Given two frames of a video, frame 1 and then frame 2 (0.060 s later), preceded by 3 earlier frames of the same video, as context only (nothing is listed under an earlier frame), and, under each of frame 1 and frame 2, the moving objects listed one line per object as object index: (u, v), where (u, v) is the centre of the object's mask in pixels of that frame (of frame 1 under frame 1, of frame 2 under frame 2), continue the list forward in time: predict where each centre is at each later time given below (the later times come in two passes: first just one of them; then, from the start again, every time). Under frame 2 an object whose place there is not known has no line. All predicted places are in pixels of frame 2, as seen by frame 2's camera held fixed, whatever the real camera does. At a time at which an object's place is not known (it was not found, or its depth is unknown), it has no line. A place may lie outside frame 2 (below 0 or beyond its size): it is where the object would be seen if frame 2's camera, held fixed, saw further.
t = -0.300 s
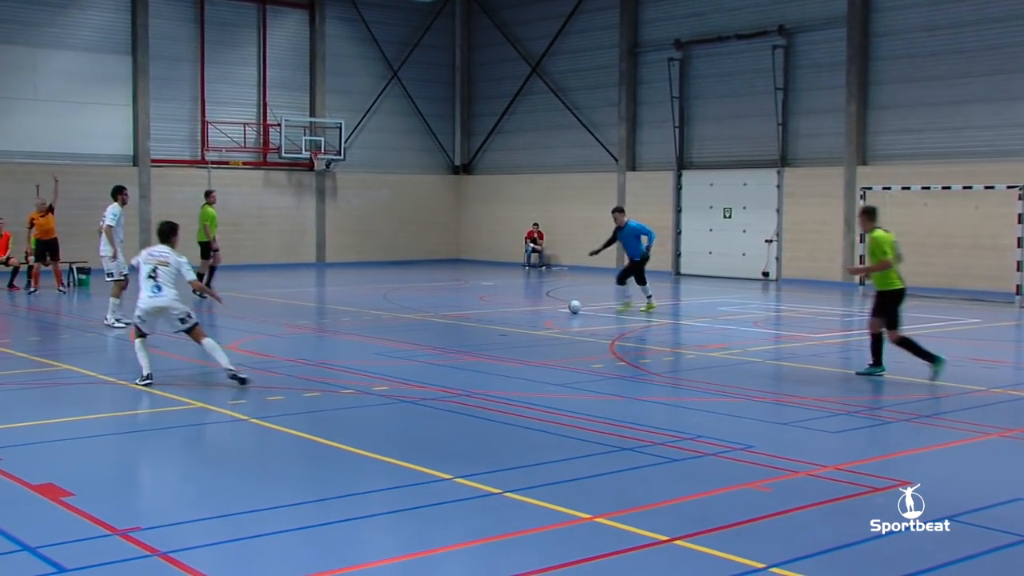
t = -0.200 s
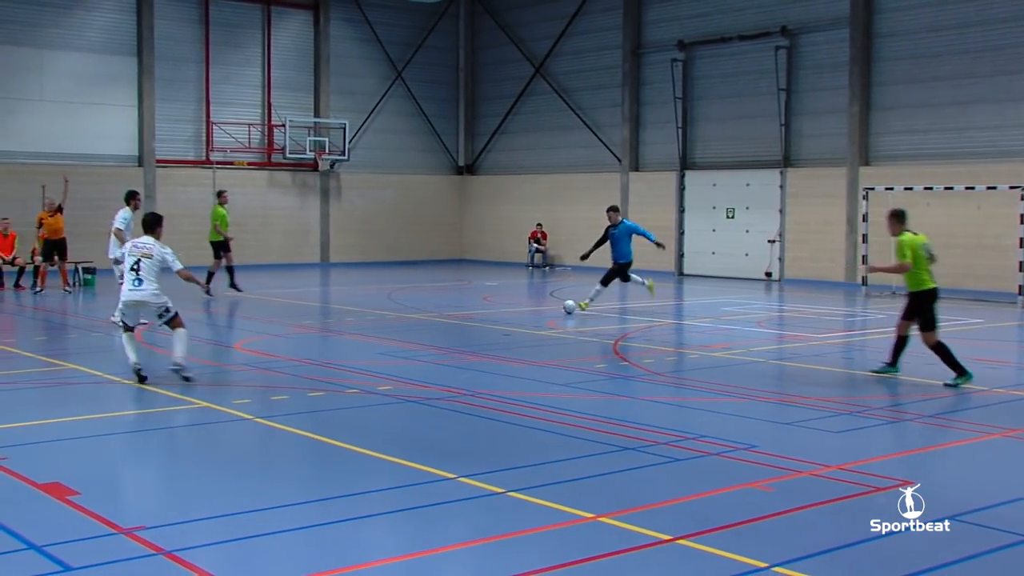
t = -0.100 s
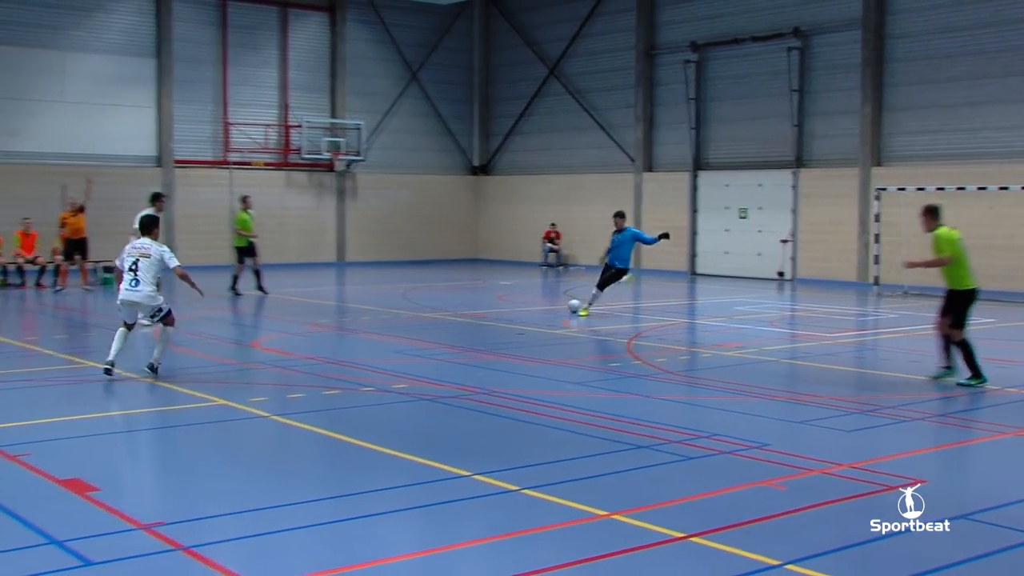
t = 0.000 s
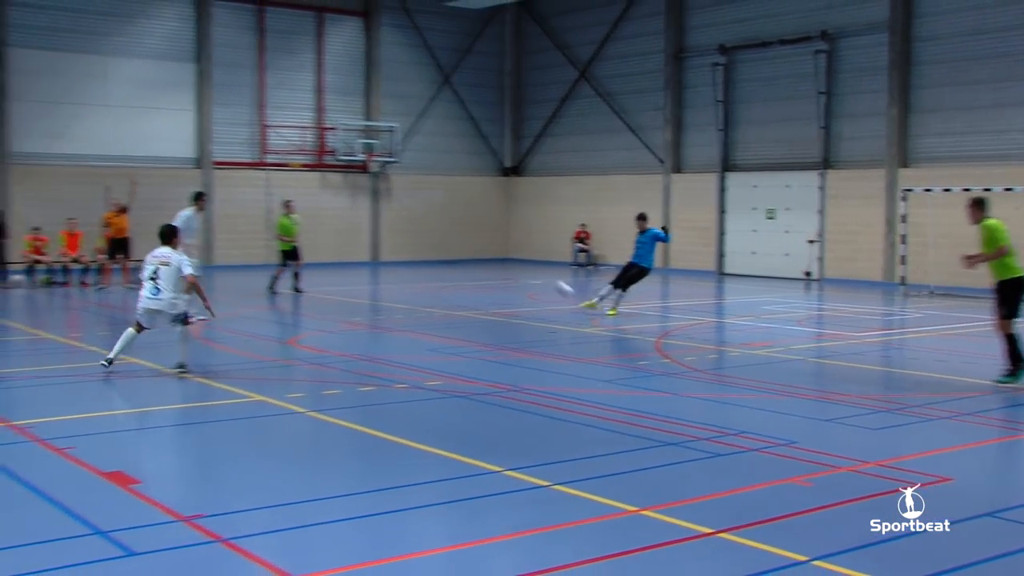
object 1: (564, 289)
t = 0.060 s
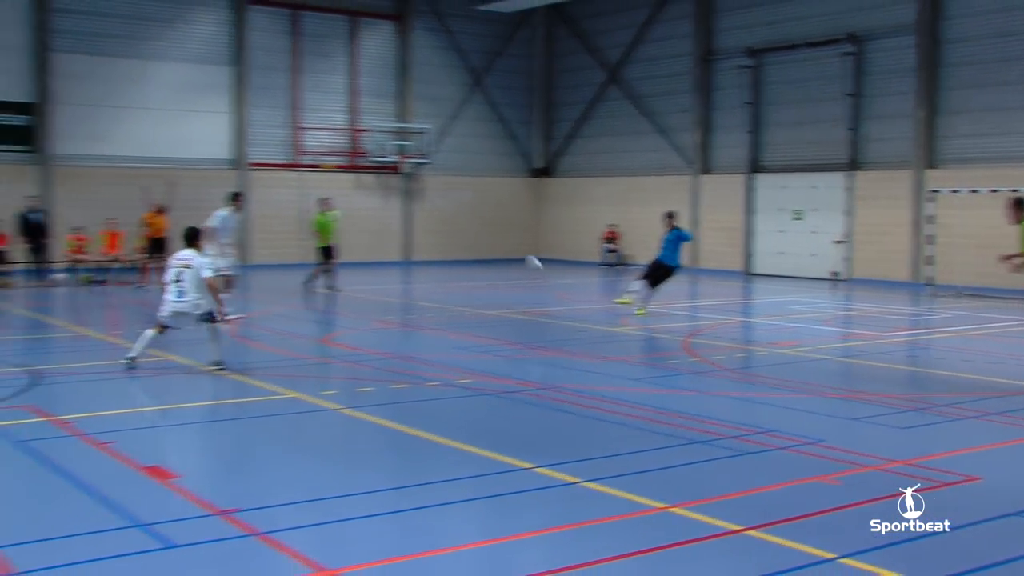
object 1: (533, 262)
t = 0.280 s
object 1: (293, 167)
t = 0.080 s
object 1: (513, 255)
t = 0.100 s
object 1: (494, 245)
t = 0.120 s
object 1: (473, 237)
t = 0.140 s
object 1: (451, 227)
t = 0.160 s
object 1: (431, 218)
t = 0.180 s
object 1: (410, 209)
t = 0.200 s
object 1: (388, 201)
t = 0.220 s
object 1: (364, 194)
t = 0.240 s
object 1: (340, 185)
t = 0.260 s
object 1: (318, 176)
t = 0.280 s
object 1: (293, 167)
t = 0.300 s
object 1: (267, 158)
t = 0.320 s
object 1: (243, 150)
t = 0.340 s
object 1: (217, 142)
